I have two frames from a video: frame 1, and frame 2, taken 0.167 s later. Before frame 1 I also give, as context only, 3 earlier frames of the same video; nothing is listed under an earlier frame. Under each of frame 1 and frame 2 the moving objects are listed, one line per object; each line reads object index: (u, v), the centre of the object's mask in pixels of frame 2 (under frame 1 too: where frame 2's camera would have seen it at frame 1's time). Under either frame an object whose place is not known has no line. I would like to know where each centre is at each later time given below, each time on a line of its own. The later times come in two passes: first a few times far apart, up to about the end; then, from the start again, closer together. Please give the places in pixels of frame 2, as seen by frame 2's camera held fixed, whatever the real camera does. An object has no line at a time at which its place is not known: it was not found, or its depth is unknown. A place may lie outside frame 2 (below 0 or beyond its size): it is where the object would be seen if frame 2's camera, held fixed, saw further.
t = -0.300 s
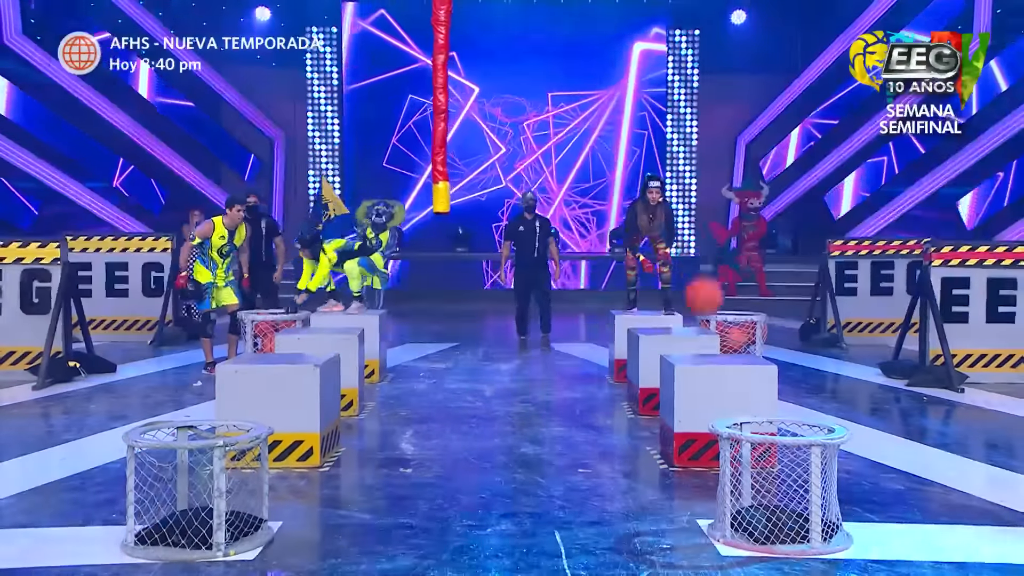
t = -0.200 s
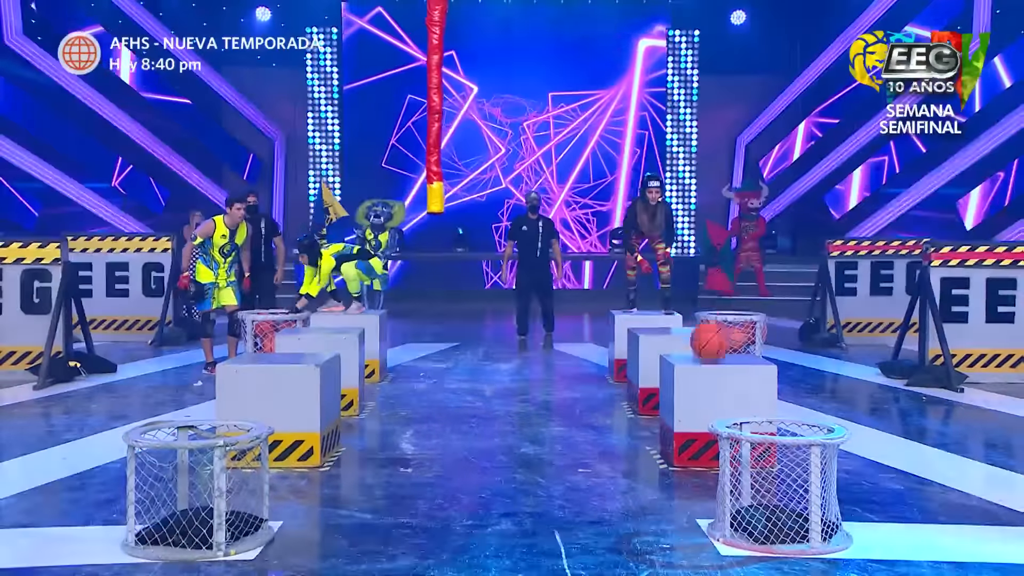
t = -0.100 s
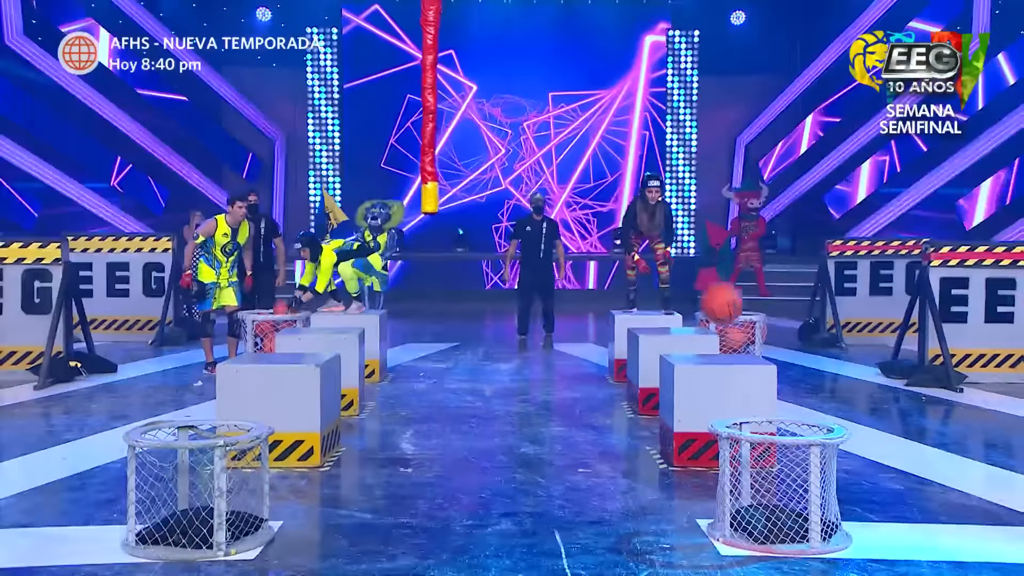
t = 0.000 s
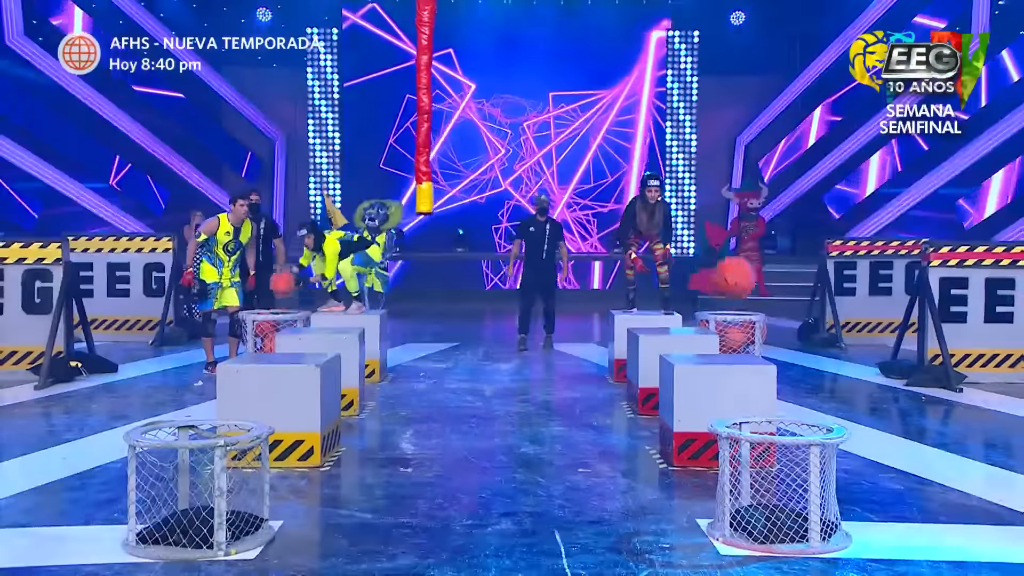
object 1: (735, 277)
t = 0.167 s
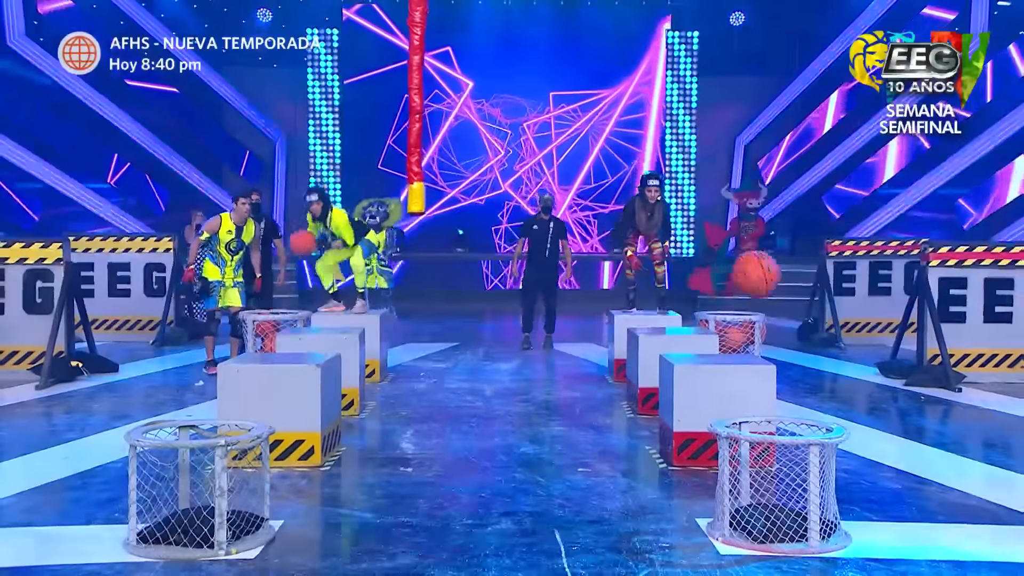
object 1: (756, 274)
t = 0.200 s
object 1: (759, 278)
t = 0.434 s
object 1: (798, 391)
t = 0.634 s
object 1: (842, 350)
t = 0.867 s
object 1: (910, 371)
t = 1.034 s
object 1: (979, 501)
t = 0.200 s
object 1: (759, 278)
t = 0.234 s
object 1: (765, 287)
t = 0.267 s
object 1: (770, 298)
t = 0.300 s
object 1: (775, 311)
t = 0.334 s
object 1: (781, 326)
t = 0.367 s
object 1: (786, 344)
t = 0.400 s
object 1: (792, 367)
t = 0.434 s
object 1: (798, 391)
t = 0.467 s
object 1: (804, 411)
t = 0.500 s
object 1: (811, 395)
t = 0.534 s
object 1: (817, 381)
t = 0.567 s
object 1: (825, 367)
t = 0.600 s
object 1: (834, 358)
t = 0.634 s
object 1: (842, 350)
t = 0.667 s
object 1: (850, 344)
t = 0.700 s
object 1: (860, 341)
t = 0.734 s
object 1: (870, 341)
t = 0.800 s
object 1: (890, 350)
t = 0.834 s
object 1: (899, 359)
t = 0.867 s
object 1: (910, 371)
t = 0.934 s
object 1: (934, 407)
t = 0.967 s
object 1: (949, 433)
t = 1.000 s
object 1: (964, 464)
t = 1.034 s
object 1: (979, 501)
